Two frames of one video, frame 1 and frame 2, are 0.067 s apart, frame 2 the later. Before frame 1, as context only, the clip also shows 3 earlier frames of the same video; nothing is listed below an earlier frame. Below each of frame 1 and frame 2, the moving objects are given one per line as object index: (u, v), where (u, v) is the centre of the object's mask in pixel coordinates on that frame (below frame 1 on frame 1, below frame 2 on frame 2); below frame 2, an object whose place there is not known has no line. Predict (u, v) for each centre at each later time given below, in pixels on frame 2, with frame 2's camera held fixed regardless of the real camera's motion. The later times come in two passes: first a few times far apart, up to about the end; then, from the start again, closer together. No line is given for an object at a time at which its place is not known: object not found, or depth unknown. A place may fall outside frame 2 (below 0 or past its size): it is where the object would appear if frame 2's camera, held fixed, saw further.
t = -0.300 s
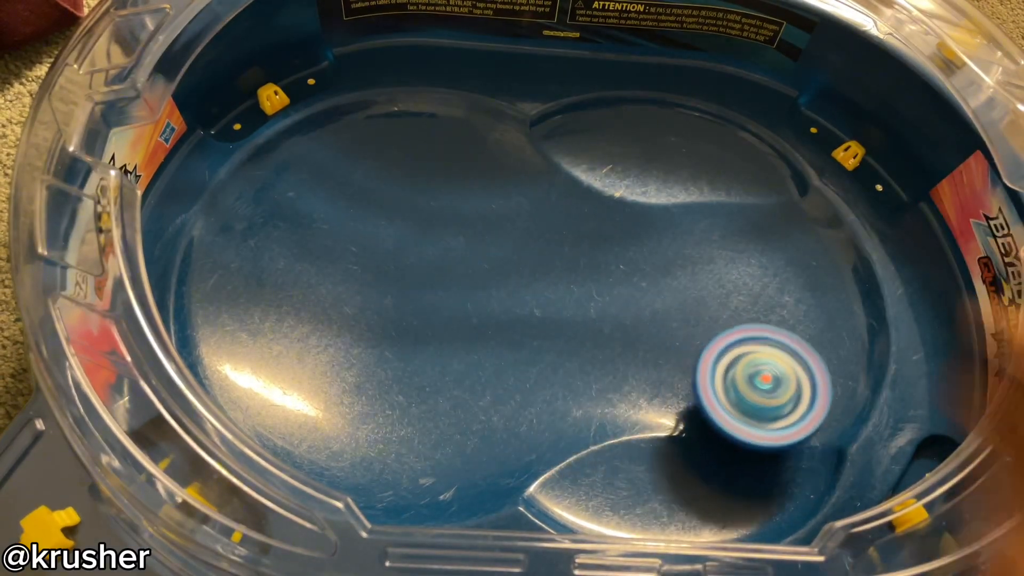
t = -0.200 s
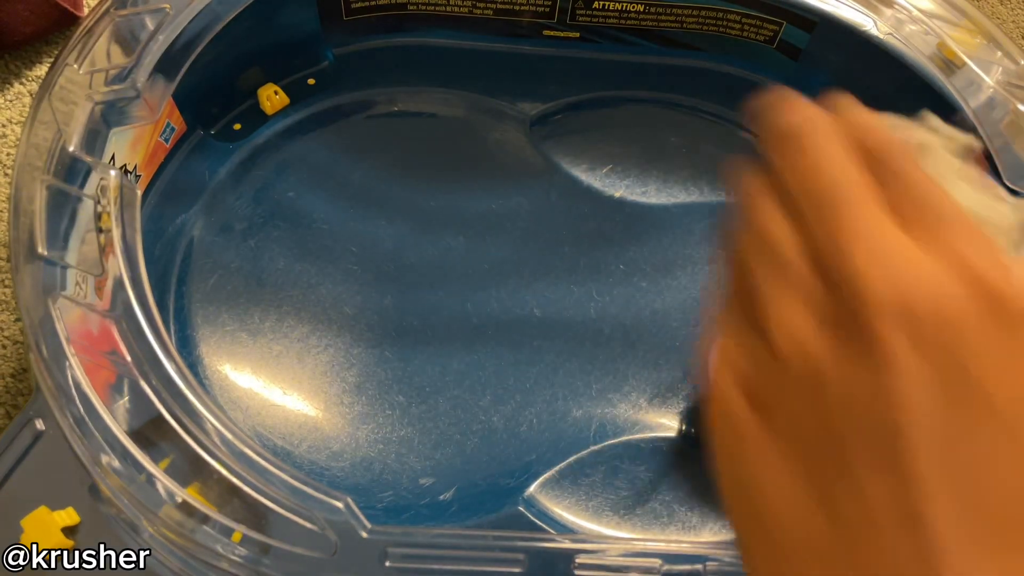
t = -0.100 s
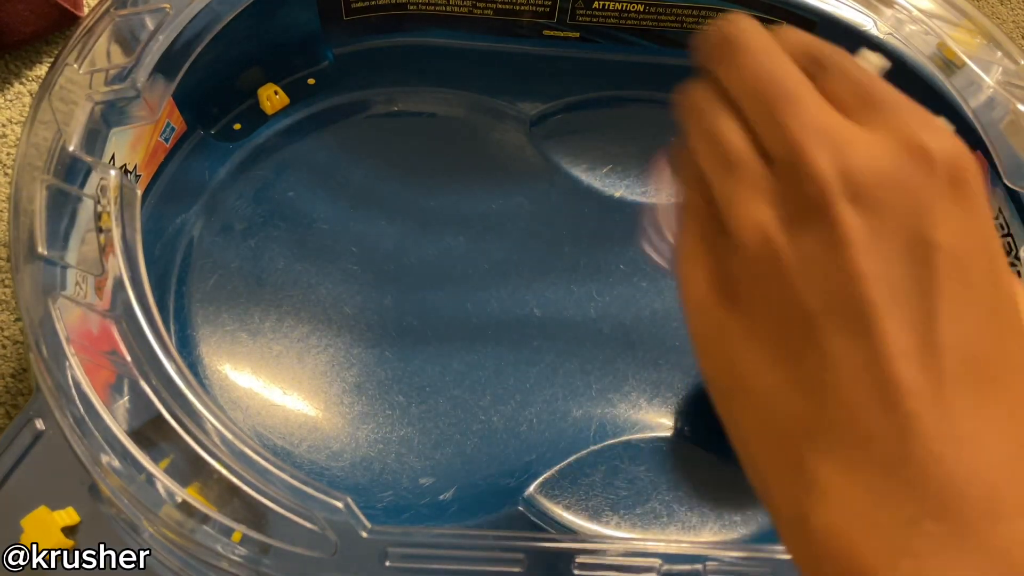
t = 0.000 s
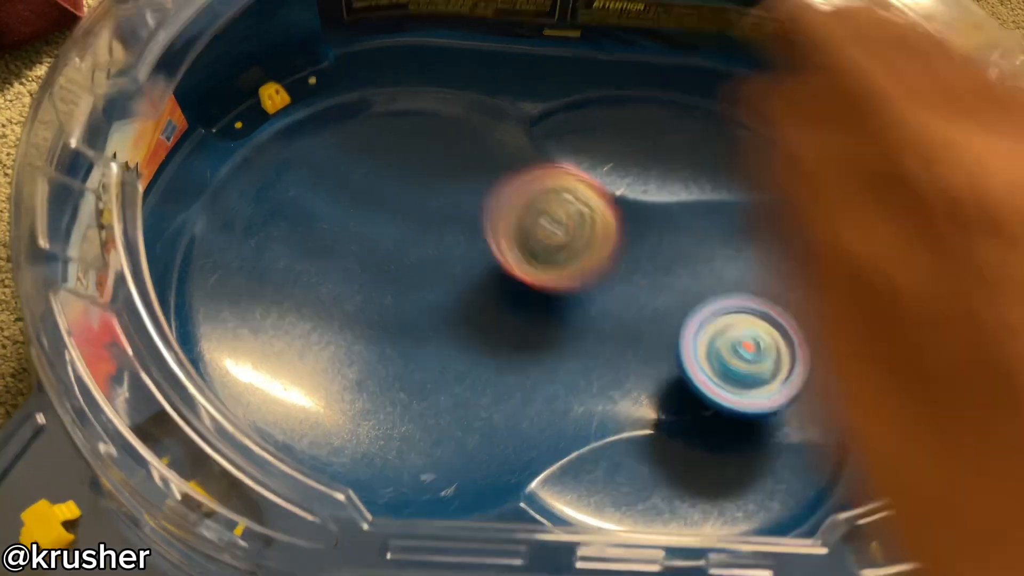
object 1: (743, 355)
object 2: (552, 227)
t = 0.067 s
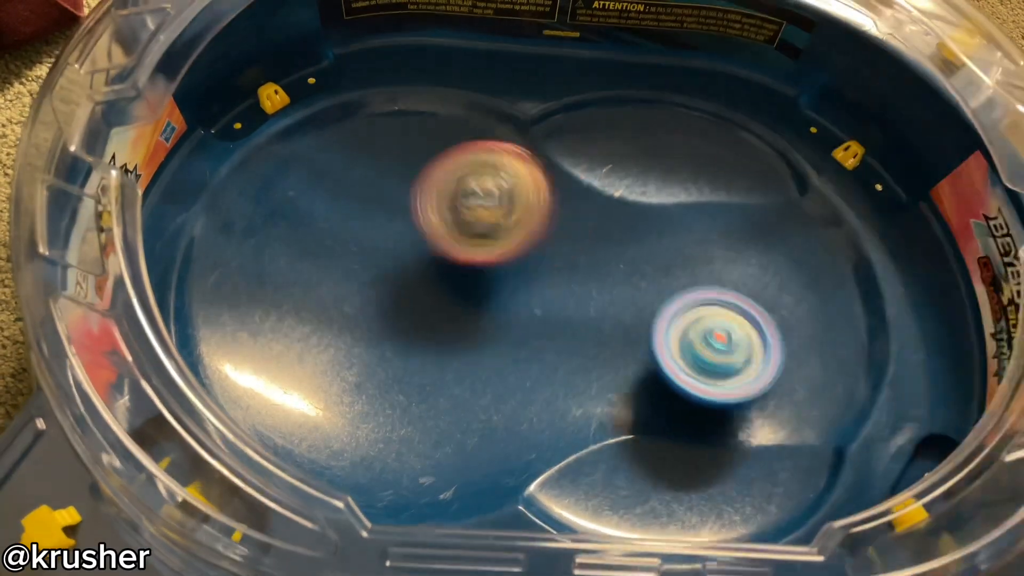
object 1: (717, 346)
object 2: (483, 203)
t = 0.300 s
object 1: (605, 305)
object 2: (360, 326)
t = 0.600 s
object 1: (395, 251)
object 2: (577, 348)
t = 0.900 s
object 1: (342, 361)
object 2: (669, 91)
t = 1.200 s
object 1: (451, 301)
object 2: (580, 285)
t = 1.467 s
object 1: (211, 245)
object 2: (860, 267)
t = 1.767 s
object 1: (424, 342)
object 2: (617, 270)
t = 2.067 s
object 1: (439, 275)
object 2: (927, 360)
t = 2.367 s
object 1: (670, 288)
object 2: (853, 462)
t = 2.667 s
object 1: (679, 173)
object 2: (574, 374)
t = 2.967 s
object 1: (718, 123)
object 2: (297, 232)
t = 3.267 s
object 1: (711, 154)
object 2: (420, 394)
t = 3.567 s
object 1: (728, 250)
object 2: (541, 144)
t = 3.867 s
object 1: (764, 369)
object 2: (350, 281)
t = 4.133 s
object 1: (794, 364)
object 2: (548, 426)
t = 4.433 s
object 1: (948, 267)
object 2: (508, 256)
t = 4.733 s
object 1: (694, 227)
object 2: (258, 220)
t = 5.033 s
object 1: (472, 211)
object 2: (385, 389)
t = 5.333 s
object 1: (317, 225)
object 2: (573, 253)
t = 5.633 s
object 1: (372, 289)
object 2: (483, 188)
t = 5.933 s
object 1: (366, 342)
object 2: (509, 309)
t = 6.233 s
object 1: (434, 257)
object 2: (633, 385)
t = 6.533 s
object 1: (432, 202)
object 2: (698, 333)
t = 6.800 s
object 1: (415, 224)
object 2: (587, 265)
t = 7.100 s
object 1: (289, 281)
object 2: (469, 274)
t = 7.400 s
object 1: (262, 342)
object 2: (407, 366)
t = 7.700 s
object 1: (375, 279)
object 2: (458, 408)
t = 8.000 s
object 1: (391, 187)
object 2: (448, 324)
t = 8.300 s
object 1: (422, 177)
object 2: (381, 297)
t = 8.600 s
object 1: (515, 237)
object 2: (356, 293)
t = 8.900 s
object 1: (612, 329)
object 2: (415, 273)
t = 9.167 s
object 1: (688, 415)
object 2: (442, 286)
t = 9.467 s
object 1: (745, 373)
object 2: (426, 296)
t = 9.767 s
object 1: (680, 383)
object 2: (366, 293)
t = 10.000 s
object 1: (615, 324)
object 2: (366, 296)
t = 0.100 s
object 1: (704, 341)
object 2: (448, 206)
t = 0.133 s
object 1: (691, 338)
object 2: (418, 210)
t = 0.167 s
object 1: (675, 332)
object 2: (396, 218)
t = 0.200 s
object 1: (659, 326)
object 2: (377, 235)
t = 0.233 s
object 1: (642, 319)
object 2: (363, 260)
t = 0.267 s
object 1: (625, 312)
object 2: (358, 291)
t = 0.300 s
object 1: (605, 305)
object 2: (360, 326)
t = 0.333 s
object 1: (584, 299)
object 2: (371, 359)
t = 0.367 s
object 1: (561, 293)
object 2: (391, 390)
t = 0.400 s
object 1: (539, 287)
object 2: (414, 414)
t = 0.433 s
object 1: (515, 282)
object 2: (443, 429)
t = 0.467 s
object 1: (491, 275)
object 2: (474, 433)
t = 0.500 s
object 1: (469, 268)
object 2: (503, 425)
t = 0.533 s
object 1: (445, 260)
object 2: (530, 408)
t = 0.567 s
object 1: (421, 255)
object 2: (554, 384)
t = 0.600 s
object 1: (395, 251)
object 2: (577, 348)
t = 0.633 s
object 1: (371, 251)
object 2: (601, 306)
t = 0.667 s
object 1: (348, 254)
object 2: (626, 263)
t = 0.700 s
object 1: (330, 262)
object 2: (647, 213)
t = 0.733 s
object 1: (318, 272)
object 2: (662, 167)
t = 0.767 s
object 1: (311, 287)
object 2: (671, 130)
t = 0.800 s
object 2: (677, 92)
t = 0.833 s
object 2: (681, 71)
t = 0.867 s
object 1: (326, 343)
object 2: (678, 70)
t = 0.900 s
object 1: (342, 361)
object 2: (669, 91)
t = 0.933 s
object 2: (657, 114)
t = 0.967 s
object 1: (384, 378)
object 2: (644, 136)
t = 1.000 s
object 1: (405, 378)
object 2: (633, 156)
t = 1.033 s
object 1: (423, 371)
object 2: (626, 177)
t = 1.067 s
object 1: (436, 360)
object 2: (621, 205)
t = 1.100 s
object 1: (446, 347)
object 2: (609, 233)
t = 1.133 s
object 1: (452, 333)
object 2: (597, 255)
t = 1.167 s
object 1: (454, 318)
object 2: (587, 272)
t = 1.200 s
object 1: (451, 301)
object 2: (580, 285)
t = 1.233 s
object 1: (411, 282)
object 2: (599, 294)
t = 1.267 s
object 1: (352, 264)
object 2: (636, 299)
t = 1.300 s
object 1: (304, 245)
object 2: (676, 299)
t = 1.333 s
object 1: (265, 232)
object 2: (717, 298)
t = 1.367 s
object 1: (237, 226)
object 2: (758, 296)
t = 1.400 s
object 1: (217, 226)
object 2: (803, 294)
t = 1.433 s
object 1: (209, 233)
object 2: (840, 284)
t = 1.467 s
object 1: (211, 245)
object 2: (860, 267)
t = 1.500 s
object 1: (219, 263)
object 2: (867, 258)
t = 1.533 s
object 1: (238, 282)
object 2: (856, 251)
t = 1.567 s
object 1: (261, 303)
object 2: (836, 244)
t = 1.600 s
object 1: (290, 323)
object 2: (807, 241)
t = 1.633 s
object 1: (320, 340)
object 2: (771, 236)
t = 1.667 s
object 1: (350, 351)
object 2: (730, 236)
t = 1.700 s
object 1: (378, 355)
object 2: (693, 242)
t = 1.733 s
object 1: (403, 352)
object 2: (655, 254)
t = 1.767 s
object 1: (424, 342)
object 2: (617, 270)
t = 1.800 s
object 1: (439, 330)
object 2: (583, 287)
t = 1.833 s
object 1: (373, 302)
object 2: (597, 307)
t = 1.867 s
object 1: (223, 258)
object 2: (675, 326)
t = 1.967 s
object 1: (253, 163)
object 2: (880, 373)
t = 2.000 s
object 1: (310, 188)
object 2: (900, 359)
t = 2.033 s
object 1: (377, 228)
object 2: (914, 357)
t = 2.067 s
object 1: (439, 275)
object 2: (927, 360)
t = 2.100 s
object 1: (489, 320)
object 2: (937, 364)
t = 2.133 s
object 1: (529, 324)
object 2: (939, 368)
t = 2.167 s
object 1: (564, 330)
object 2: (931, 372)
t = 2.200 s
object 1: (597, 332)
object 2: (927, 385)
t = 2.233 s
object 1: (622, 330)
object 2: (920, 400)
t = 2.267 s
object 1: (641, 323)
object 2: (913, 416)
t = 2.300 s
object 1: (654, 314)
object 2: (899, 435)
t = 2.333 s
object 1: (663, 303)
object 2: (877, 448)
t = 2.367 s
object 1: (670, 288)
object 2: (853, 462)
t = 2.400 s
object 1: (675, 270)
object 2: (831, 478)
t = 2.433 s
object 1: (680, 253)
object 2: (805, 488)
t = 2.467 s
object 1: (683, 234)
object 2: (770, 479)
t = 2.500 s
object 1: (685, 217)
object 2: (734, 465)
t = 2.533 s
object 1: (686, 203)
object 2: (697, 442)
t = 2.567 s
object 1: (684, 193)
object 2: (663, 425)
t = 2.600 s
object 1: (680, 186)
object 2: (629, 411)
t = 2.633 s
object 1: (678, 179)
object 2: (598, 396)
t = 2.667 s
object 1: (679, 173)
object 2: (574, 374)
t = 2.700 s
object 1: (683, 166)
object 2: (553, 349)
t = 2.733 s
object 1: (689, 158)
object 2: (528, 324)
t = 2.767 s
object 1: (696, 152)
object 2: (499, 301)
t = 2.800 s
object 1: (704, 145)
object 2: (468, 282)
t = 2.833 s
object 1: (710, 139)
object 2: (437, 264)
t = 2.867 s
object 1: (715, 134)
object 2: (403, 247)
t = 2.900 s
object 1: (718, 128)
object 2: (368, 235)
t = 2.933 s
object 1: (719, 125)
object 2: (332, 229)
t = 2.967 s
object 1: (718, 123)
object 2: (297, 232)
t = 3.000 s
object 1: (716, 121)
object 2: (264, 243)
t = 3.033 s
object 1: (712, 121)
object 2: (237, 264)
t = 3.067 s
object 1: (709, 122)
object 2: (223, 293)
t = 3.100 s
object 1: (706, 124)
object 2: (226, 322)
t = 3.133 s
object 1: (703, 128)
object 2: (243, 353)
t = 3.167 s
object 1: (702, 134)
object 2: (278, 384)
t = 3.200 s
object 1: (703, 140)
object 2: (326, 405)
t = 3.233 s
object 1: (707, 147)
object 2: (374, 406)
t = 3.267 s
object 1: (711, 154)
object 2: (420, 394)
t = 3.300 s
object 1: (717, 161)
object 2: (460, 371)
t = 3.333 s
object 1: (724, 167)
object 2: (492, 343)
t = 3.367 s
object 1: (732, 174)
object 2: (516, 312)
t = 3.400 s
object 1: (739, 181)
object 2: (534, 281)
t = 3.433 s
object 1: (739, 193)
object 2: (549, 250)
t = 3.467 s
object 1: (735, 208)
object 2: (558, 220)
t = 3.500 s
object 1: (730, 223)
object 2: (562, 189)
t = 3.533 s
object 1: (728, 238)
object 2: (555, 163)
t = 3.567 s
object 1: (728, 250)
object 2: (541, 144)
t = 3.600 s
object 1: (731, 263)
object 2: (521, 133)
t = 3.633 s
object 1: (734, 276)
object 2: (497, 125)
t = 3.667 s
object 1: (739, 289)
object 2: (469, 122)
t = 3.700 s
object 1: (743, 301)
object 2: (439, 131)
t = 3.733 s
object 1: (748, 315)
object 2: (411, 150)
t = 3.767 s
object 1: (751, 328)
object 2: (385, 177)
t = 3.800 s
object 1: (755, 343)
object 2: (366, 208)
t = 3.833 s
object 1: (758, 356)
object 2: (353, 243)
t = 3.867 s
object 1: (764, 369)
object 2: (350, 281)
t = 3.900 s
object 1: (770, 380)
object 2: (354, 317)
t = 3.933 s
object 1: (776, 388)
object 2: (367, 348)
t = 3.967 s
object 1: (782, 391)
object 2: (386, 378)
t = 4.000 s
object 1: (787, 390)
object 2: (411, 404)
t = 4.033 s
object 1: (791, 385)
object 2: (441, 424)
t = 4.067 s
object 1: (794, 378)
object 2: (475, 436)
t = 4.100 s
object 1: (795, 370)
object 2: (512, 434)
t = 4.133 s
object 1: (794, 364)
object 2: (548, 426)
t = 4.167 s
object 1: (791, 359)
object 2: (585, 409)
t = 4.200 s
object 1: (785, 358)
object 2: (620, 392)
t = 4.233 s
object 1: (785, 360)
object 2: (644, 374)
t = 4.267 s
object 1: (864, 363)
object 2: (624, 350)
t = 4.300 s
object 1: (923, 343)
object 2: (596, 326)
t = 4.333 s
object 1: (962, 321)
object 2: (572, 307)
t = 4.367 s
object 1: (976, 297)
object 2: (549, 290)
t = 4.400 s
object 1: (970, 279)
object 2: (528, 273)
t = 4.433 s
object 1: (948, 267)
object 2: (508, 256)
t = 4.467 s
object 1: (916, 262)
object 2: (486, 241)
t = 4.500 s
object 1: (905, 248)
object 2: (462, 227)
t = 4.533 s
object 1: (886, 241)
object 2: (435, 213)
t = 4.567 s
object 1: (854, 237)
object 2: (405, 201)
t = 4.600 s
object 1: (817, 232)
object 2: (375, 193)
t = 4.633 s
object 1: (780, 229)
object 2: (344, 191)
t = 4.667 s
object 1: (748, 227)
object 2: (312, 194)
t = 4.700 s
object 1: (719, 227)
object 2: (282, 203)
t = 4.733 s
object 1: (694, 227)
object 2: (258, 220)
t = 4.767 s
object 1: (670, 228)
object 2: (240, 239)
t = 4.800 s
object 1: (645, 227)
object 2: (230, 263)
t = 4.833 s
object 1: (620, 227)
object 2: (230, 292)
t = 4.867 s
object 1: (595, 225)
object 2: (240, 320)
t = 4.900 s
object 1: (569, 222)
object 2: (257, 344)
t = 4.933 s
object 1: (544, 220)
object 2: (280, 365)
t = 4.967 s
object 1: (520, 217)
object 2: (315, 381)
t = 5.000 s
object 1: (495, 214)
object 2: (350, 388)
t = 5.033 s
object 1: (472, 211)
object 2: (385, 389)
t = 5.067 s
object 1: (449, 208)
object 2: (418, 382)
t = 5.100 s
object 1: (428, 206)
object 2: (446, 369)
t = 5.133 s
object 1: (407, 205)
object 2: (472, 354)
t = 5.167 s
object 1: (387, 204)
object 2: (494, 339)
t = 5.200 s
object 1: (369, 205)
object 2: (513, 321)
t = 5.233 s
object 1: (352, 207)
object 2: (528, 304)
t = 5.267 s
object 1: (337, 212)
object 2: (543, 288)
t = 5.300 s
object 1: (326, 217)
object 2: (560, 271)
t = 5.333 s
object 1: (317, 225)
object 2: (573, 253)
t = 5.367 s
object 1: (312, 235)
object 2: (583, 237)
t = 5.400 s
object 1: (311, 245)
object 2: (590, 219)
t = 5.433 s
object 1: (312, 257)
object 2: (589, 202)
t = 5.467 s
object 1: (318, 267)
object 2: (581, 192)
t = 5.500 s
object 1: (326, 277)
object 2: (567, 186)
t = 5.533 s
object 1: (336, 284)
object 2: (549, 182)
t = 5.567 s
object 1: (348, 288)
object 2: (528, 182)
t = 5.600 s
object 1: (360, 290)
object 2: (506, 184)
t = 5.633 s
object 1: (372, 289)
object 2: (483, 188)
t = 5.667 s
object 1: (381, 287)
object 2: (465, 199)
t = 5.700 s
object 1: (362, 300)
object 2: (462, 208)
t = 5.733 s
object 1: (340, 316)
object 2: (464, 218)
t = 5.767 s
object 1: (326, 327)
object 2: (466, 234)
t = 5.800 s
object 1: (321, 335)
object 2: (472, 250)
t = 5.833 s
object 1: (327, 340)
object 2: (478, 265)
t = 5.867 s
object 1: (338, 343)
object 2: (488, 281)
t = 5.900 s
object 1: (352, 344)
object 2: (499, 294)
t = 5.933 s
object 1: (366, 342)
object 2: (509, 309)
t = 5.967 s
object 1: (380, 338)
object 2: (519, 322)
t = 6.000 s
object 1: (392, 331)
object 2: (527, 337)
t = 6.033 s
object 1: (403, 323)
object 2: (539, 353)
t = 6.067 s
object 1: (411, 312)
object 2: (551, 362)
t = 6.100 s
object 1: (417, 301)
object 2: (565, 372)
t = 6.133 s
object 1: (422, 289)
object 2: (580, 378)
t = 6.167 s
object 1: (426, 278)
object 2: (597, 383)
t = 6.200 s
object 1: (430, 268)
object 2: (615, 384)
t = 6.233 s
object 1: (434, 257)
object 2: (633, 385)
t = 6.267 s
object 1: (436, 248)
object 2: (652, 384)
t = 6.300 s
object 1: (438, 238)
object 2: (669, 382)
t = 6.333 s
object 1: (439, 230)
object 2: (686, 380)
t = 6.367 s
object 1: (440, 223)
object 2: (698, 373)
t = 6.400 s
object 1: (439, 216)
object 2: (706, 367)
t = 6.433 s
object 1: (438, 211)
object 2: (710, 360)
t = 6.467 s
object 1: (436, 207)
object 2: (707, 351)
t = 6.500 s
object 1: (434, 204)
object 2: (705, 342)
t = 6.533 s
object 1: (432, 202)
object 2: (698, 333)
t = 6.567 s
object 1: (429, 202)
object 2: (690, 323)
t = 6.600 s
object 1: (427, 202)
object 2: (680, 313)
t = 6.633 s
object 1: (424, 203)
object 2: (668, 306)
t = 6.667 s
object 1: (422, 206)
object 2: (652, 295)
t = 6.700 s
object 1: (419, 209)
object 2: (638, 289)
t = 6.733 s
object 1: (417, 213)
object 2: (621, 278)
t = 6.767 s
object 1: (416, 218)
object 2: (604, 273)
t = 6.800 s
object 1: (415, 224)
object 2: (587, 265)
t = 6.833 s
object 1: (415, 229)
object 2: (567, 260)
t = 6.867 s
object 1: (415, 234)
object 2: (549, 255)
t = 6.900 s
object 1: (395, 233)
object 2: (540, 254)
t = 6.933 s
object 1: (357, 232)
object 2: (538, 255)
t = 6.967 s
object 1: (327, 235)
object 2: (529, 257)
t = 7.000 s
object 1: (307, 242)
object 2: (516, 260)
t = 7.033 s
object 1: (296, 254)
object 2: (501, 263)
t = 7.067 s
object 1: (290, 267)
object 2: (485, 268)
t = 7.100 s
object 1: (289, 281)
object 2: (469, 274)
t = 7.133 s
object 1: (290, 294)
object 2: (454, 281)
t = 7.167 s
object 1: (294, 308)
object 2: (438, 289)
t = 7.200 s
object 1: (300, 321)
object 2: (427, 296)
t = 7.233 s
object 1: (293, 329)
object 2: (417, 304)
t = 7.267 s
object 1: (263, 330)
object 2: (417, 319)
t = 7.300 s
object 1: (246, 332)
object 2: (417, 329)
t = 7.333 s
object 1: (242, 334)
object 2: (414, 343)
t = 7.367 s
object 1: (248, 337)
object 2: (411, 355)
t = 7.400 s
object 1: (262, 342)
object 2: (407, 366)
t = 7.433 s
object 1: (281, 344)
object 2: (405, 375)
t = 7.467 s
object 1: (289, 337)
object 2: (413, 390)
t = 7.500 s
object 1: (296, 326)
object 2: (421, 401)
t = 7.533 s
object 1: (308, 318)
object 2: (425, 409)
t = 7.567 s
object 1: (321, 310)
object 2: (432, 414)
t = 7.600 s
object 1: (335, 302)
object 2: (438, 419)
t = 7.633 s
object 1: (350, 295)
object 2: (445, 417)
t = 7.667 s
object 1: (363, 287)
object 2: (454, 415)
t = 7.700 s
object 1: (375, 279)
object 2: (458, 408)
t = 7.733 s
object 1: (383, 272)
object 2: (462, 396)
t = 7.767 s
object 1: (390, 264)
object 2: (464, 384)
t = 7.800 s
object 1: (393, 258)
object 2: (464, 375)
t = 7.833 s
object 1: (395, 251)
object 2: (460, 364)
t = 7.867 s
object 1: (394, 244)
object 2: (458, 352)
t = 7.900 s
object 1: (393, 232)
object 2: (456, 346)
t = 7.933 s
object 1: (393, 222)
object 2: (452, 337)
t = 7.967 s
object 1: (393, 211)
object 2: (449, 325)
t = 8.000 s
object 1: (391, 187)
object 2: (448, 324)
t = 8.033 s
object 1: (389, 167)
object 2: (443, 321)
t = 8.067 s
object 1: (389, 157)
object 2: (438, 313)
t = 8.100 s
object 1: (388, 151)
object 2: (432, 308)
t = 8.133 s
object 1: (389, 150)
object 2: (426, 305)
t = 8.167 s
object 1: (391, 153)
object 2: (418, 303)
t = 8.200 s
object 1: (394, 158)
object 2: (407, 298)
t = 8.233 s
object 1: (399, 167)
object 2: (401, 295)
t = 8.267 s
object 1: (406, 178)
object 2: (395, 294)
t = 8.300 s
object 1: (422, 177)
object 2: (381, 297)
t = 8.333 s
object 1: (439, 177)
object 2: (372, 298)
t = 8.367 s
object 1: (452, 180)
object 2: (362, 296)
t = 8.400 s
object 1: (463, 186)
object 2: (356, 294)
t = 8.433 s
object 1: (473, 192)
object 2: (355, 295)
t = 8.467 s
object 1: (482, 200)
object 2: (350, 295)
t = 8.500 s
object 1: (490, 209)
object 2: (345, 294)
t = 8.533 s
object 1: (498, 218)
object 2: (346, 288)
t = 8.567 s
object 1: (507, 228)
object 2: (351, 289)
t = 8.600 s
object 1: (515, 237)
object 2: (356, 293)
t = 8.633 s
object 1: (524, 248)
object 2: (355, 294)
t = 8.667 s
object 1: (534, 257)
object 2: (359, 289)
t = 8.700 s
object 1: (544, 266)
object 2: (369, 285)
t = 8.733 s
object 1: (555, 275)
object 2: (381, 284)
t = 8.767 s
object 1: (567, 284)
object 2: (390, 286)
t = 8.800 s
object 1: (579, 294)
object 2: (394, 284)
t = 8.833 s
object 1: (591, 304)
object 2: (399, 280)
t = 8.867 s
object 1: (602, 316)
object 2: (405, 276)
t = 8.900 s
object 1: (612, 329)
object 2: (415, 273)
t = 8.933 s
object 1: (621, 343)
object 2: (424, 274)
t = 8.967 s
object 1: (629, 356)
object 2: (427, 277)
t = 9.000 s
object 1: (636, 371)
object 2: (428, 277)
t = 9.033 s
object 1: (643, 384)
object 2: (430, 274)
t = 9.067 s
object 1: (653, 394)
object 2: (437, 272)
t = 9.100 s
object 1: (663, 404)
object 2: (445, 278)
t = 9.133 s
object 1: (675, 411)
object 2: (445, 284)
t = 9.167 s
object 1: (688, 415)
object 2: (442, 286)
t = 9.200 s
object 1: (703, 414)
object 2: (440, 284)
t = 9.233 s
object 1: (717, 410)
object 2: (442, 282)
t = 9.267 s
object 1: (729, 405)
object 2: (448, 286)
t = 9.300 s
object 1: (738, 399)
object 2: (445, 293)
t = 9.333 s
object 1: (744, 393)
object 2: (438, 295)
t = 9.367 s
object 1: (748, 387)
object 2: (432, 293)
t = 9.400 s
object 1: (749, 381)
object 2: (429, 291)
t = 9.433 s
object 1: (748, 376)
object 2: (430, 292)
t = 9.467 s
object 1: (745, 373)
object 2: (426, 296)
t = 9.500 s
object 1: (740, 372)
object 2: (417, 298)
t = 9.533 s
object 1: (734, 374)
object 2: (407, 297)
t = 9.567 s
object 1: (727, 377)
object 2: (399, 293)
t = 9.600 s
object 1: (719, 381)
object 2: (396, 291)
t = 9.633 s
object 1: (710, 384)
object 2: (393, 293)
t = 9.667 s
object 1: (703, 386)
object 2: (387, 295)
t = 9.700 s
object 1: (695, 387)
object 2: (379, 295)
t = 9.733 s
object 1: (688, 386)
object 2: (371, 295)
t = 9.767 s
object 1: (680, 383)
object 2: (366, 293)
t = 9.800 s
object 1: (672, 378)
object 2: (366, 291)
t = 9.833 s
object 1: (664, 372)
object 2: (369, 293)
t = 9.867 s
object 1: (655, 364)
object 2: (370, 299)
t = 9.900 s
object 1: (645, 356)
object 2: (366, 303)
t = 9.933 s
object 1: (635, 346)
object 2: (363, 302)
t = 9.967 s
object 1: (625, 336)
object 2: (362, 299)
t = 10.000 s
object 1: (615, 324)
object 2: (366, 296)
